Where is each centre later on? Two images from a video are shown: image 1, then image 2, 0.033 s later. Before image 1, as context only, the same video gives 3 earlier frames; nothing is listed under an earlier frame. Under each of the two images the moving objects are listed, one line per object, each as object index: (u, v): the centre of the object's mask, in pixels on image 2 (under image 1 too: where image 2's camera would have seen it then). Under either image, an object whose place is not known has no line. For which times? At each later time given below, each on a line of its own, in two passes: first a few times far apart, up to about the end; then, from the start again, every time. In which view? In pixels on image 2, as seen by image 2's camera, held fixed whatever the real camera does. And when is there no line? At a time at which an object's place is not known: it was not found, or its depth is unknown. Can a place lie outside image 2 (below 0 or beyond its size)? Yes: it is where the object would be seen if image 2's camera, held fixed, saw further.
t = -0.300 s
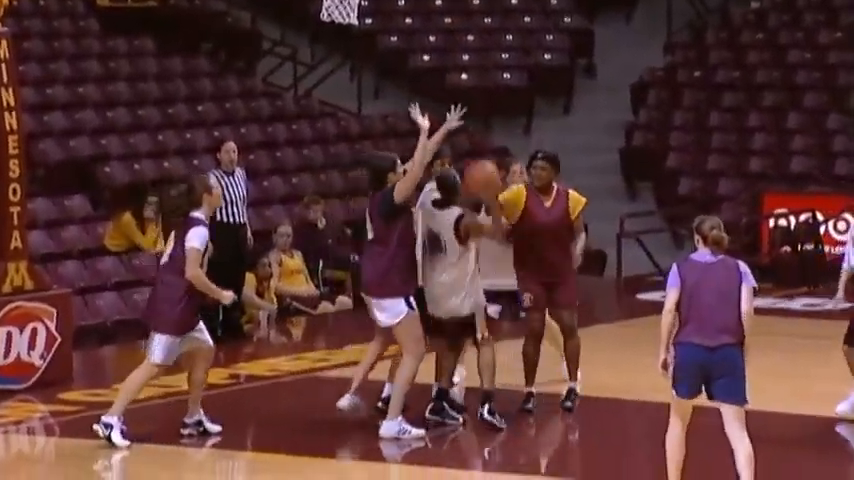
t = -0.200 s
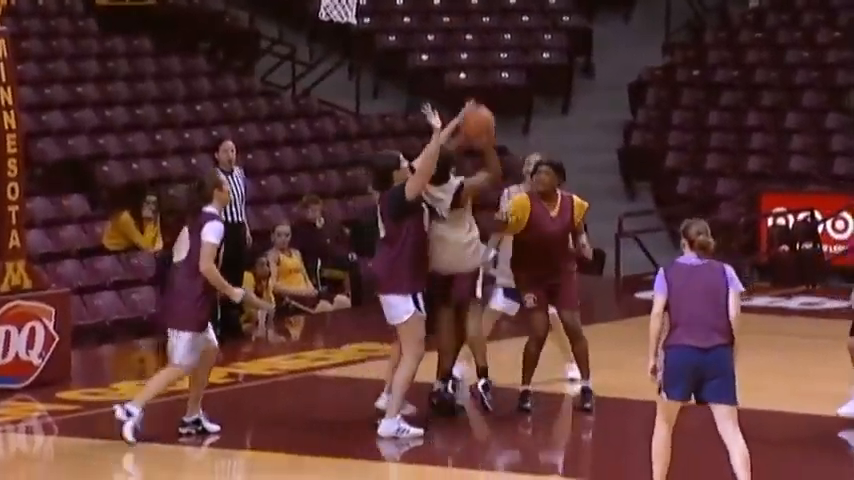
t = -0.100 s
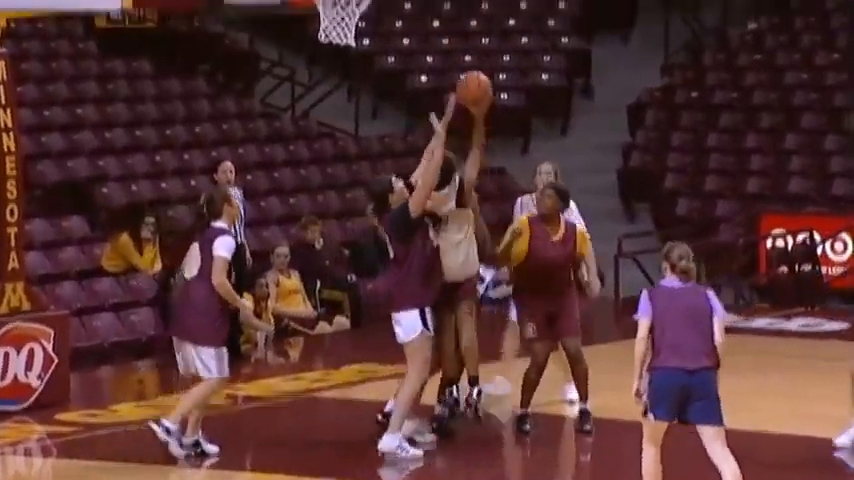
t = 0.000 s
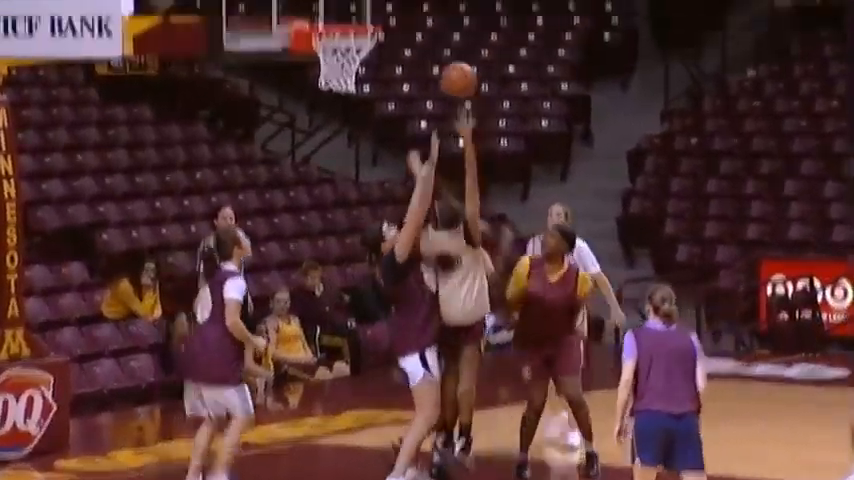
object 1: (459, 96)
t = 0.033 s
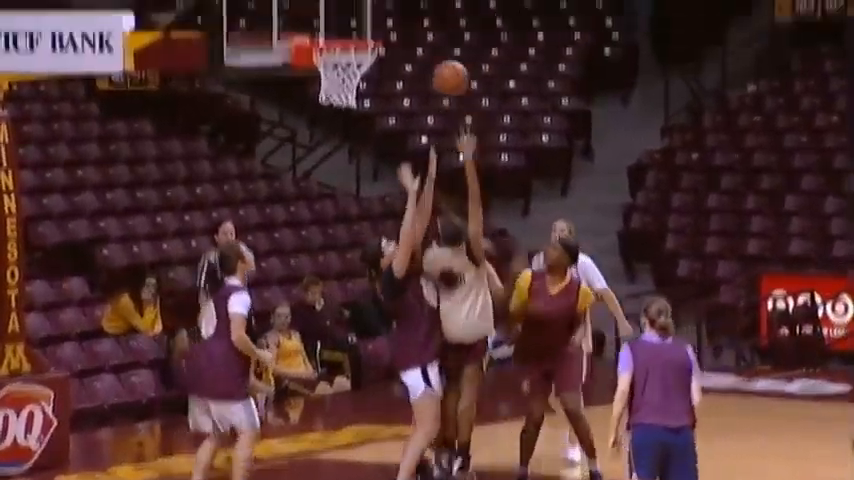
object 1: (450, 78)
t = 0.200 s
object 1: (410, 19)
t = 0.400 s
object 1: (361, 3)
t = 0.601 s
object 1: (344, 27)
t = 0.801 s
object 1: (365, 9)
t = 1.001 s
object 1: (359, 23)
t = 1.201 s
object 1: (357, 28)
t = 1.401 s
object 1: (348, 55)
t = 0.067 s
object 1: (443, 62)
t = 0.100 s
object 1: (434, 49)
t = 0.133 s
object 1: (426, 37)
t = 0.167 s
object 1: (418, 27)
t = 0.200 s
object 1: (410, 19)
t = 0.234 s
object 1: (401, 12)
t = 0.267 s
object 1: (393, 7)
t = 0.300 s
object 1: (386, 4)
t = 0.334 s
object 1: (378, 2)
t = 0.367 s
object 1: (369, 2)
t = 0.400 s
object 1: (361, 3)
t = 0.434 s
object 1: (353, 8)
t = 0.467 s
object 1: (346, 13)
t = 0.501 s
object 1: (339, 19)
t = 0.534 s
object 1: (331, 26)
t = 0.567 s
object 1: (332, 28)
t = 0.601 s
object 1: (344, 27)
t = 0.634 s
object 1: (355, 27)
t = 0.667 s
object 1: (367, 28)
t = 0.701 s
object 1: (368, 23)
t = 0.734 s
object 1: (367, 17)
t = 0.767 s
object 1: (366, 13)
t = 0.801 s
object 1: (365, 9)
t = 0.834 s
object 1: (364, 8)
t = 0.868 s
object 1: (363, 8)
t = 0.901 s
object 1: (362, 9)
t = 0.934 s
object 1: (361, 13)
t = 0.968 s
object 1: (360, 17)
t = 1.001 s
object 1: (359, 23)
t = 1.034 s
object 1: (359, 24)
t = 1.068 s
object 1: (358, 22)
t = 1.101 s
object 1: (358, 22)
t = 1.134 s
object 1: (358, 24)
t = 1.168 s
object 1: (358, 26)
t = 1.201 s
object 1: (357, 28)
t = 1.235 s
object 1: (355, 28)
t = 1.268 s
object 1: (353, 30)
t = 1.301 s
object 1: (352, 33)
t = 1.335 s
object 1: (351, 43)
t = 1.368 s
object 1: (350, 47)
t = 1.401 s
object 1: (348, 55)
